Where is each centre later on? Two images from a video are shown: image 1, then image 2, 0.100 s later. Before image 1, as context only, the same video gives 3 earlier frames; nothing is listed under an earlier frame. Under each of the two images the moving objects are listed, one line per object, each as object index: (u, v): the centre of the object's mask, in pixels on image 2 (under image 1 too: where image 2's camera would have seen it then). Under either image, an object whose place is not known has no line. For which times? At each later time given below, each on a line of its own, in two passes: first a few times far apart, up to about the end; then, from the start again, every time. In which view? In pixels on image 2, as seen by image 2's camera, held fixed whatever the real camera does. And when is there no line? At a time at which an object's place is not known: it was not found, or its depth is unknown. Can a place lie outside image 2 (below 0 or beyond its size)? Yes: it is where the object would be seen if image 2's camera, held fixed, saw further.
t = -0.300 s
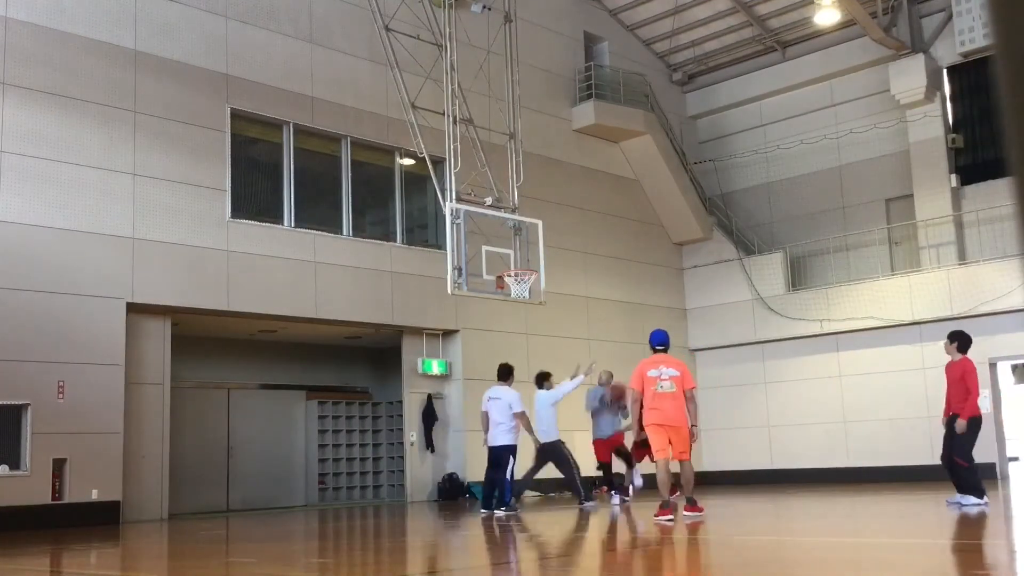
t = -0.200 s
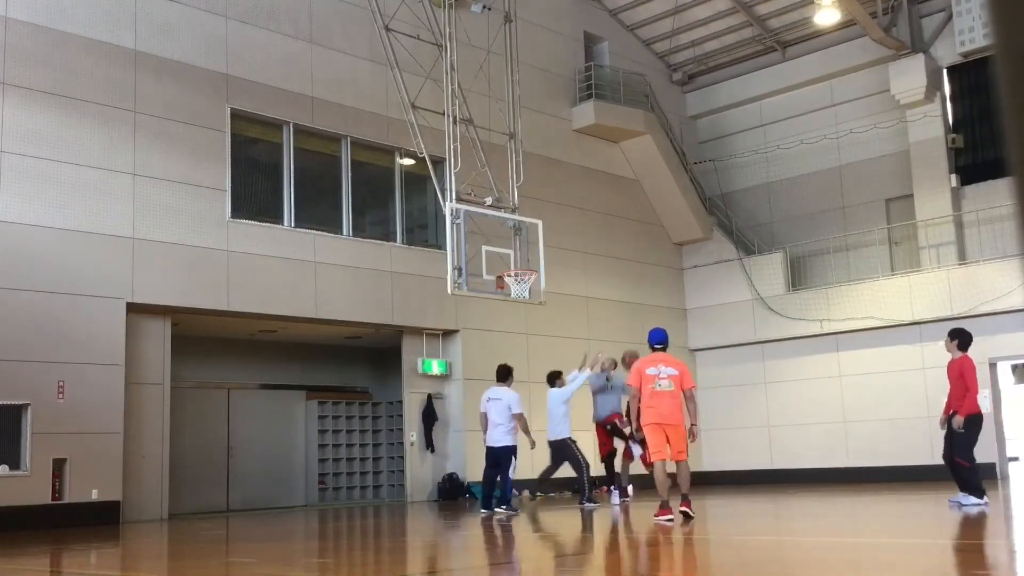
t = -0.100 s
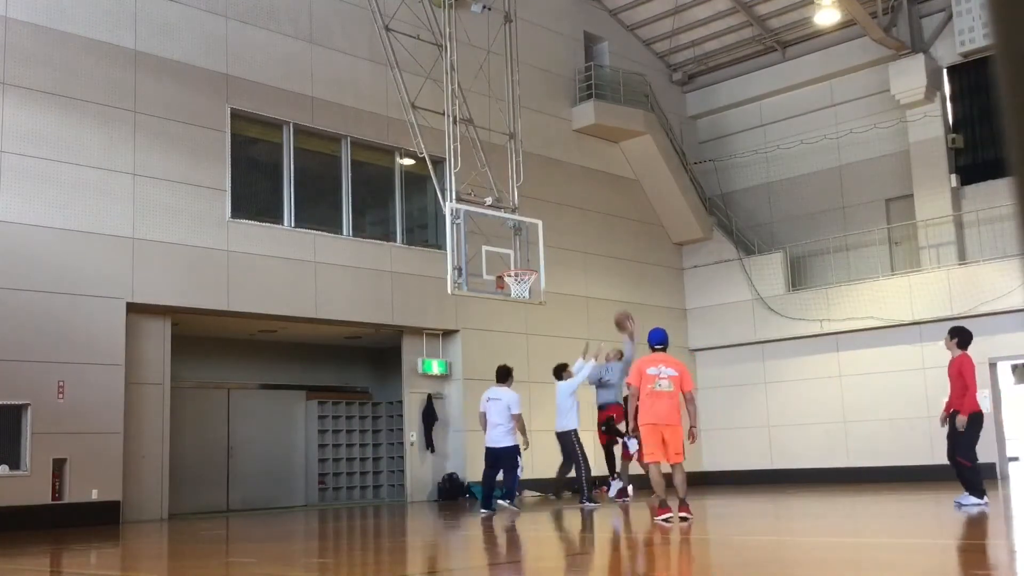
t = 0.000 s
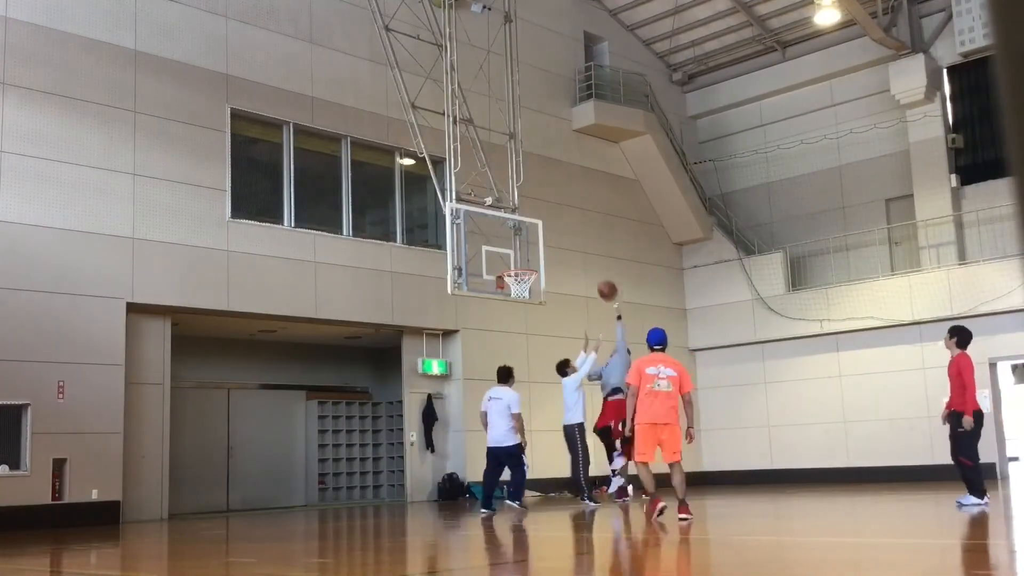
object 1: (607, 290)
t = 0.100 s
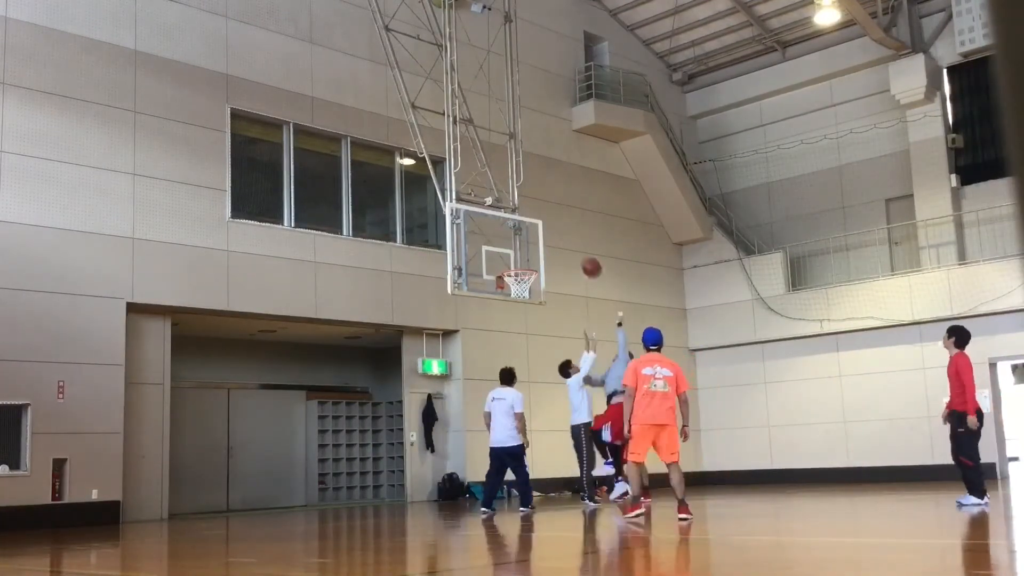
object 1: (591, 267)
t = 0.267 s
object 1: (566, 246)
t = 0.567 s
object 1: (525, 260)
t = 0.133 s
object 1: (586, 261)
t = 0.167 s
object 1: (581, 256)
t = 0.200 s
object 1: (576, 252)
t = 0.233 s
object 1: (571, 249)
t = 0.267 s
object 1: (566, 246)
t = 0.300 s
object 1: (561, 245)
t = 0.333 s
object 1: (556, 244)
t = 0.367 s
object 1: (552, 244)
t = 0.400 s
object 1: (547, 245)
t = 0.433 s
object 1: (542, 247)
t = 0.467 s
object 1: (538, 249)
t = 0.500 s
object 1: (533, 253)
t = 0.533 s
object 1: (529, 257)
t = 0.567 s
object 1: (525, 260)
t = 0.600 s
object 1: (523, 261)
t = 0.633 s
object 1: (520, 262)
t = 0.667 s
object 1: (517, 263)
